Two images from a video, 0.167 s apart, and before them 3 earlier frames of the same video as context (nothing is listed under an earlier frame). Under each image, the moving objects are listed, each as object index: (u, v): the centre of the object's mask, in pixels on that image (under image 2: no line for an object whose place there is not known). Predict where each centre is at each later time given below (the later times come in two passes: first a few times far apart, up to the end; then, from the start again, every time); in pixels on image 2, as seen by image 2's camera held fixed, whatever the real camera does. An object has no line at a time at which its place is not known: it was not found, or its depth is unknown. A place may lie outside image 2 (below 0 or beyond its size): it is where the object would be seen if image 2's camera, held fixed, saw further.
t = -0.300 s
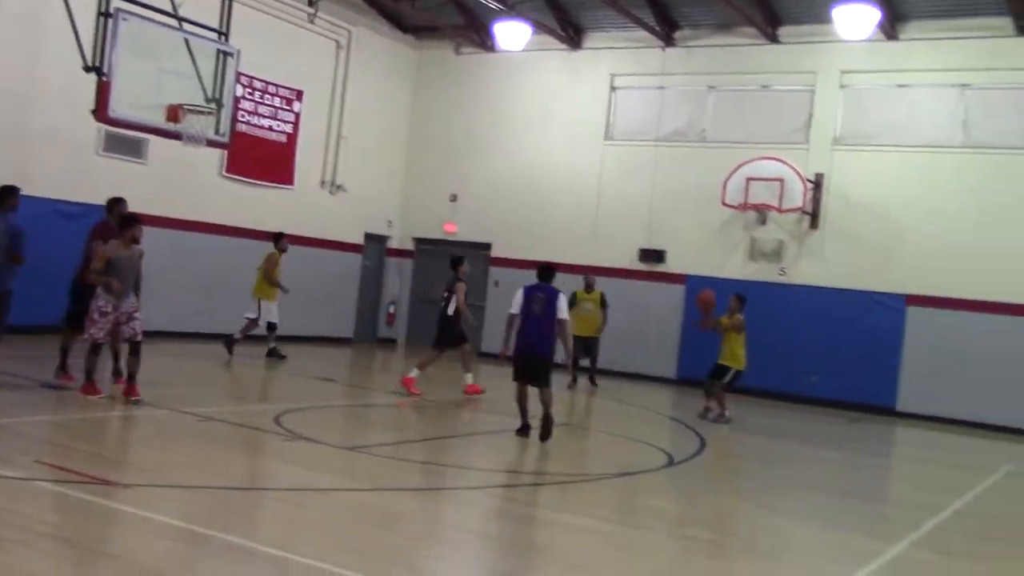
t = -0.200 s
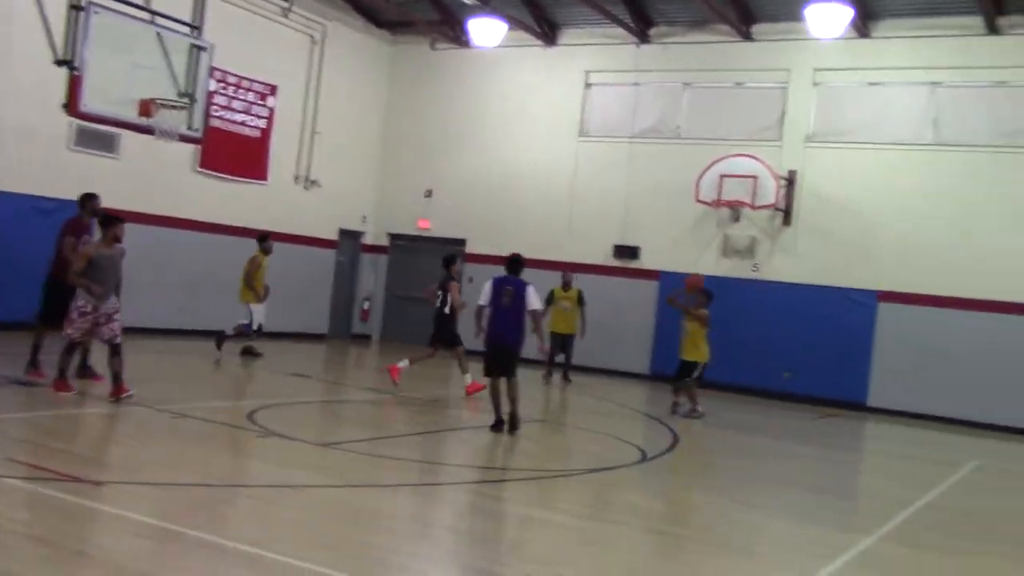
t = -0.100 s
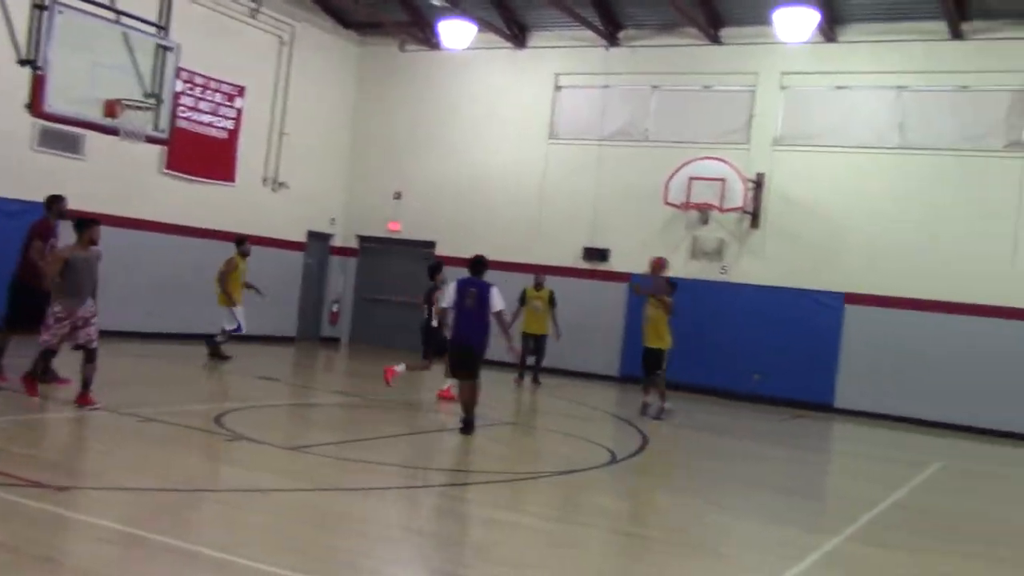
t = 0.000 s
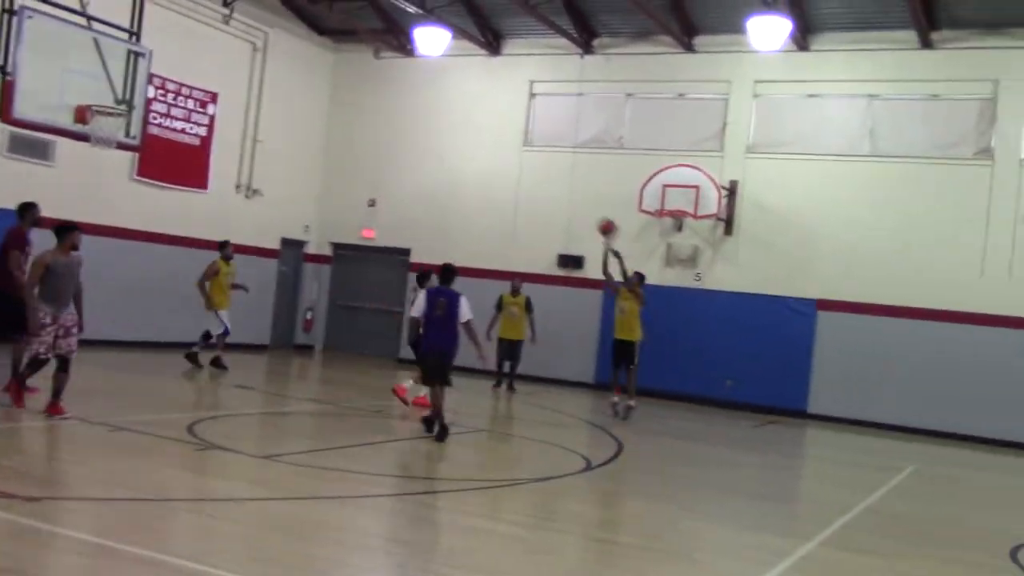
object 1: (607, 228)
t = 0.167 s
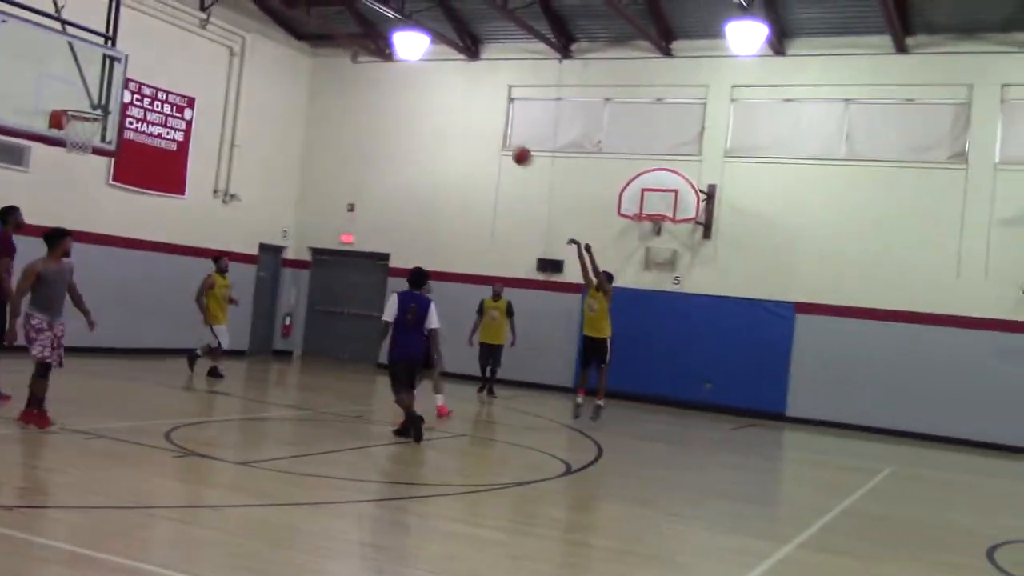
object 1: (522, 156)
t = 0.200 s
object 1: (508, 143)
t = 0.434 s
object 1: (411, 75)
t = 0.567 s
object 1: (351, 56)
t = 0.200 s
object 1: (508, 143)
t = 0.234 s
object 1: (494, 131)
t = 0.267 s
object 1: (481, 120)
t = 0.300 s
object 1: (467, 109)
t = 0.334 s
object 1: (453, 99)
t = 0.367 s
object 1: (440, 90)
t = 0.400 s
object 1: (425, 82)
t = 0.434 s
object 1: (411, 75)
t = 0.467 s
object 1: (396, 69)
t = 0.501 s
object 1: (382, 62)
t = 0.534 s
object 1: (365, 59)
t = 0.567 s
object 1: (351, 56)
